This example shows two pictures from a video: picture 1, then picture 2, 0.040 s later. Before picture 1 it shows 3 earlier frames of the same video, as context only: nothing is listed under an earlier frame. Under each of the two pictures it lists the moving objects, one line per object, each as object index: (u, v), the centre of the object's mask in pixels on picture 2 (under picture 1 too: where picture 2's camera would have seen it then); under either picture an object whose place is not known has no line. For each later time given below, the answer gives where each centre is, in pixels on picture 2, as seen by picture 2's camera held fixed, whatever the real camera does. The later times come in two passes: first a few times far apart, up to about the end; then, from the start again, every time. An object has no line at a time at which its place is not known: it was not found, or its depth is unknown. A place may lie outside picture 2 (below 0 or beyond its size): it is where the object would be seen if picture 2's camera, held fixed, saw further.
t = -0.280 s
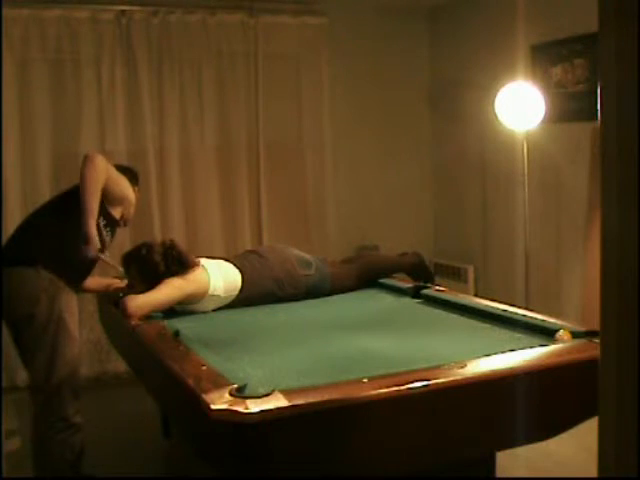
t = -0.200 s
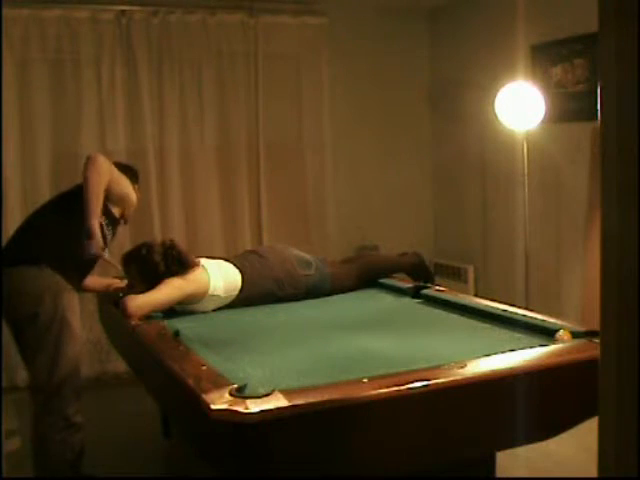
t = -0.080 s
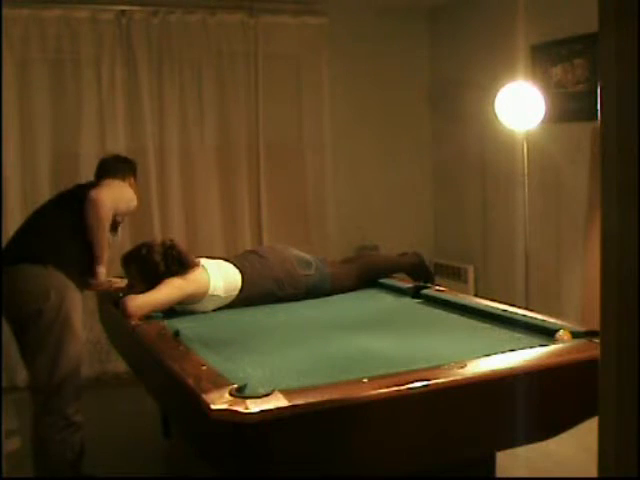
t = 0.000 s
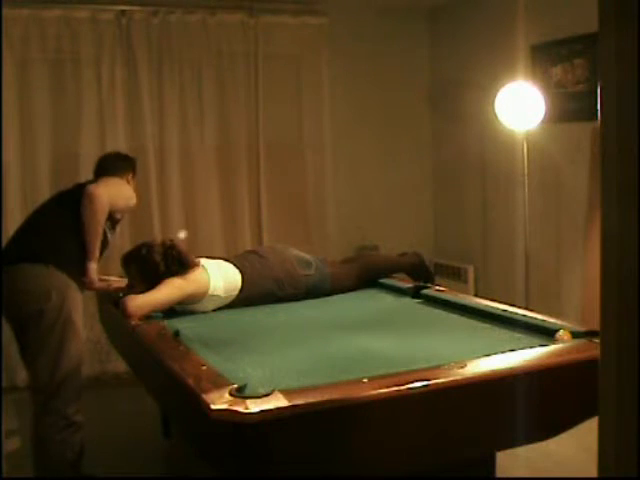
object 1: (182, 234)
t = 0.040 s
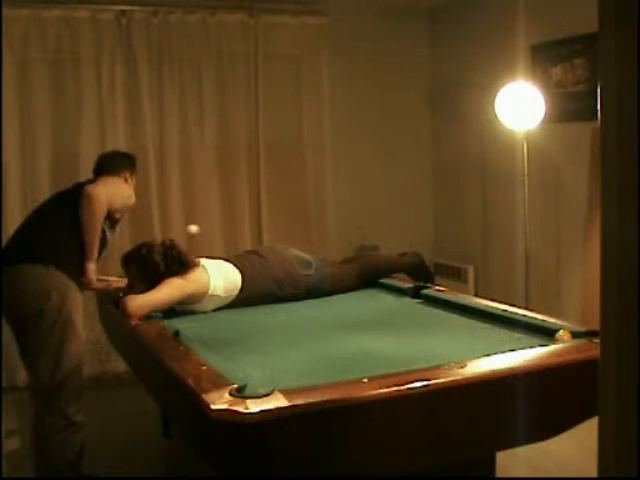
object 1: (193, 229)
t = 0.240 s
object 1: (260, 250)
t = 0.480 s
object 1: (356, 280)
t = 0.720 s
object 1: (470, 312)
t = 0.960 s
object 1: (542, 337)
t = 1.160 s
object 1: (486, 346)
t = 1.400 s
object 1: (415, 353)
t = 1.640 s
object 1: (346, 356)
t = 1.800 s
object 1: (301, 357)
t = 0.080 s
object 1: (205, 226)
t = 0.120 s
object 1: (218, 226)
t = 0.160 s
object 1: (231, 230)
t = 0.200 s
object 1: (245, 238)
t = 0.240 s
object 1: (260, 250)
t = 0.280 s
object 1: (275, 264)
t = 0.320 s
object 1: (292, 284)
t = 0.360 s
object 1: (308, 301)
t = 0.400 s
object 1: (323, 290)
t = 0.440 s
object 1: (339, 283)
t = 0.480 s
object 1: (356, 280)
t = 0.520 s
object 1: (374, 280)
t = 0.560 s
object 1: (392, 283)
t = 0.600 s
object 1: (412, 292)
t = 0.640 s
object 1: (431, 304)
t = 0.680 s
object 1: (452, 318)
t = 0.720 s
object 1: (470, 312)
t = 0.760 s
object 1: (488, 313)
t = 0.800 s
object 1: (509, 318)
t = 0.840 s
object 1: (530, 325)
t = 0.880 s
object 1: (543, 329)
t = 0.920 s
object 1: (546, 332)
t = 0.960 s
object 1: (542, 337)
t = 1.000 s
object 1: (535, 340)
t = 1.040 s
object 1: (524, 342)
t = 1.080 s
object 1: (511, 344)
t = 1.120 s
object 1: (499, 345)
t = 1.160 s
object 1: (486, 346)
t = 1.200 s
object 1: (474, 347)
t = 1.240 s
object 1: (462, 348)
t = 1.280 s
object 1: (451, 350)
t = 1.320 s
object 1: (439, 351)
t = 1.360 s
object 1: (427, 352)
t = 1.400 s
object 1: (415, 353)
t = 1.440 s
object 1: (403, 353)
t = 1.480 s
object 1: (392, 354)
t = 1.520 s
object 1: (380, 354)
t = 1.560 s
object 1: (369, 355)
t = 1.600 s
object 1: (357, 356)
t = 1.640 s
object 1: (346, 356)
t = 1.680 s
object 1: (335, 357)
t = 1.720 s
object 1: (323, 357)
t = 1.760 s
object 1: (311, 357)
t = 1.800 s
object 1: (301, 357)
